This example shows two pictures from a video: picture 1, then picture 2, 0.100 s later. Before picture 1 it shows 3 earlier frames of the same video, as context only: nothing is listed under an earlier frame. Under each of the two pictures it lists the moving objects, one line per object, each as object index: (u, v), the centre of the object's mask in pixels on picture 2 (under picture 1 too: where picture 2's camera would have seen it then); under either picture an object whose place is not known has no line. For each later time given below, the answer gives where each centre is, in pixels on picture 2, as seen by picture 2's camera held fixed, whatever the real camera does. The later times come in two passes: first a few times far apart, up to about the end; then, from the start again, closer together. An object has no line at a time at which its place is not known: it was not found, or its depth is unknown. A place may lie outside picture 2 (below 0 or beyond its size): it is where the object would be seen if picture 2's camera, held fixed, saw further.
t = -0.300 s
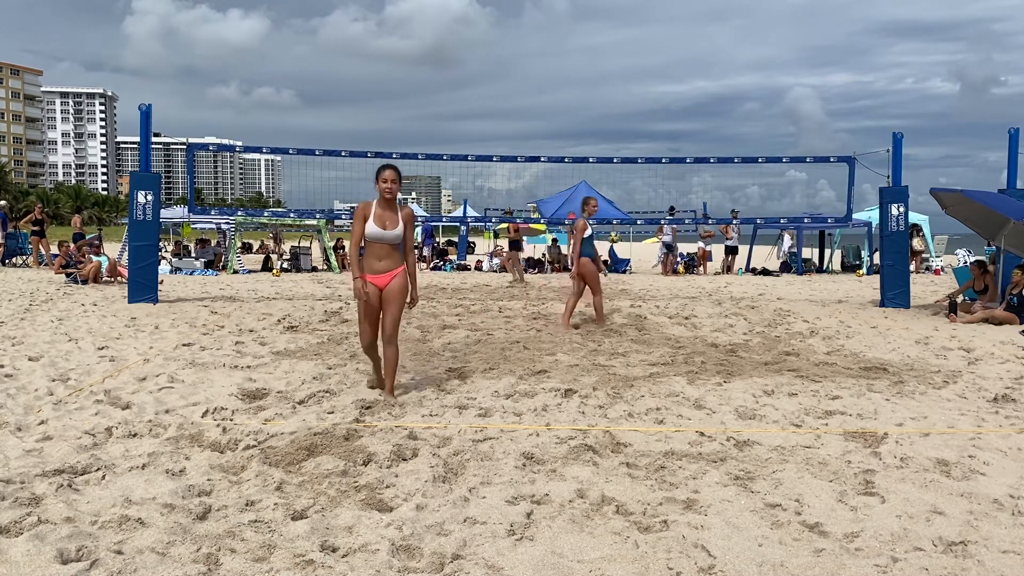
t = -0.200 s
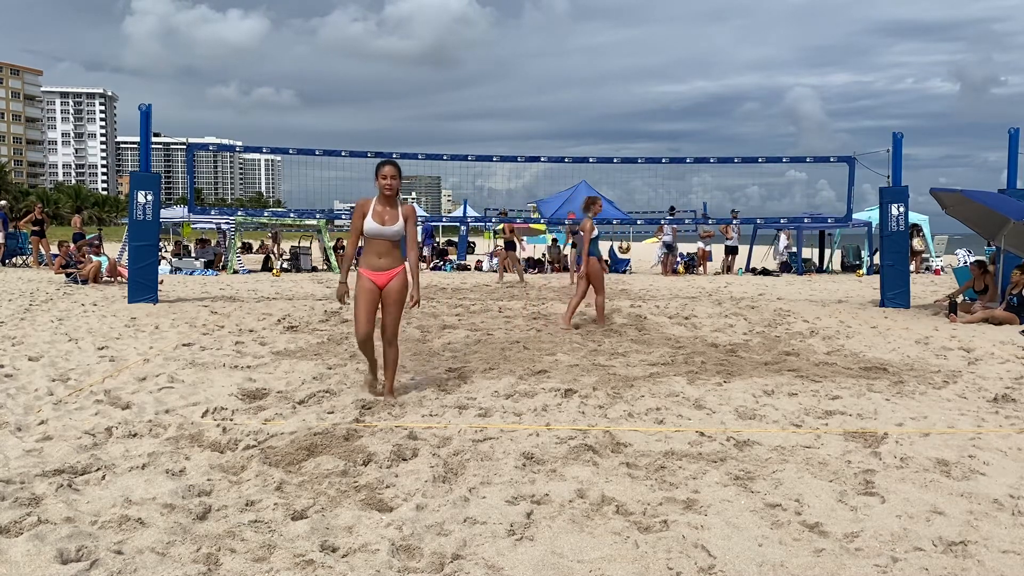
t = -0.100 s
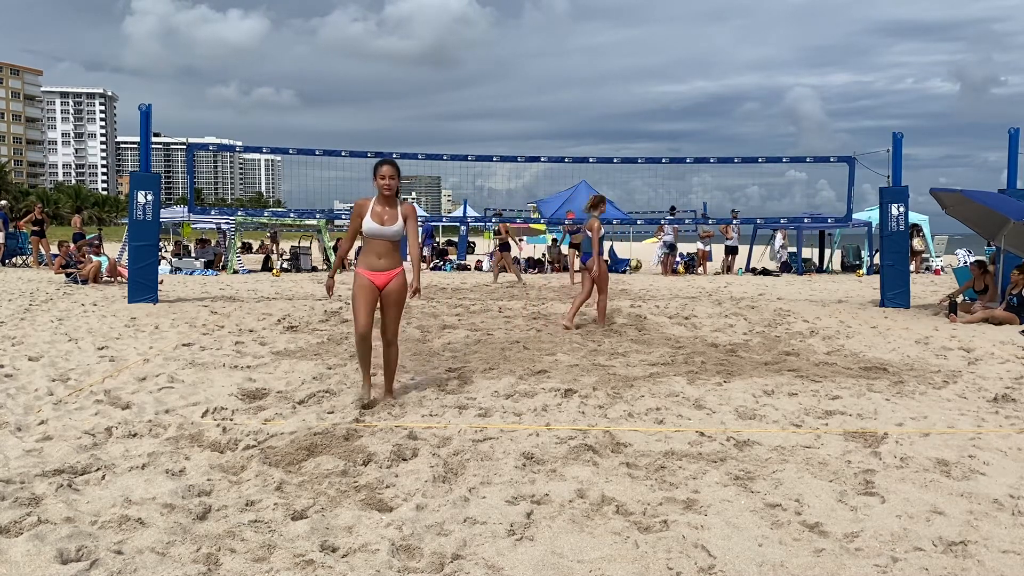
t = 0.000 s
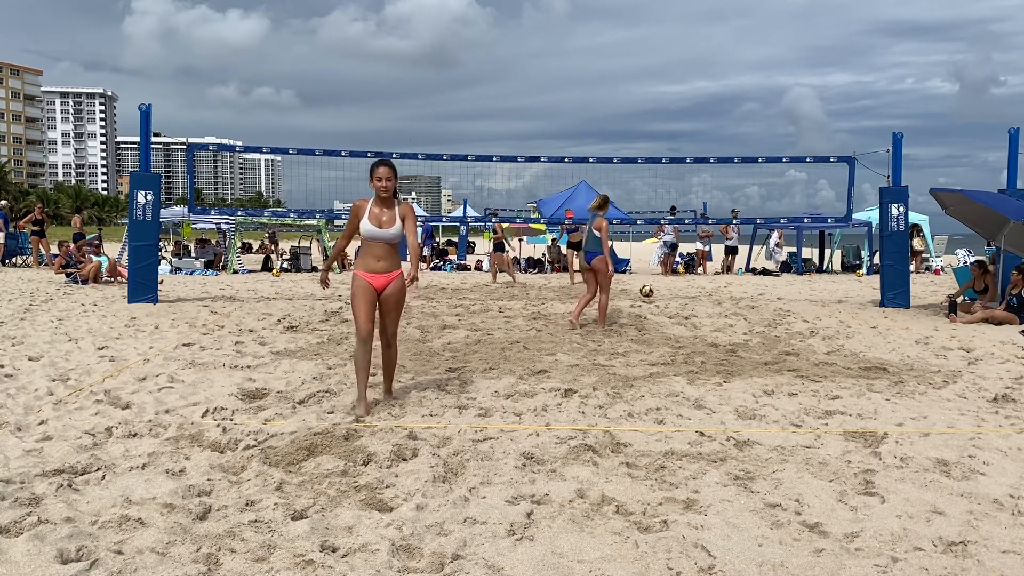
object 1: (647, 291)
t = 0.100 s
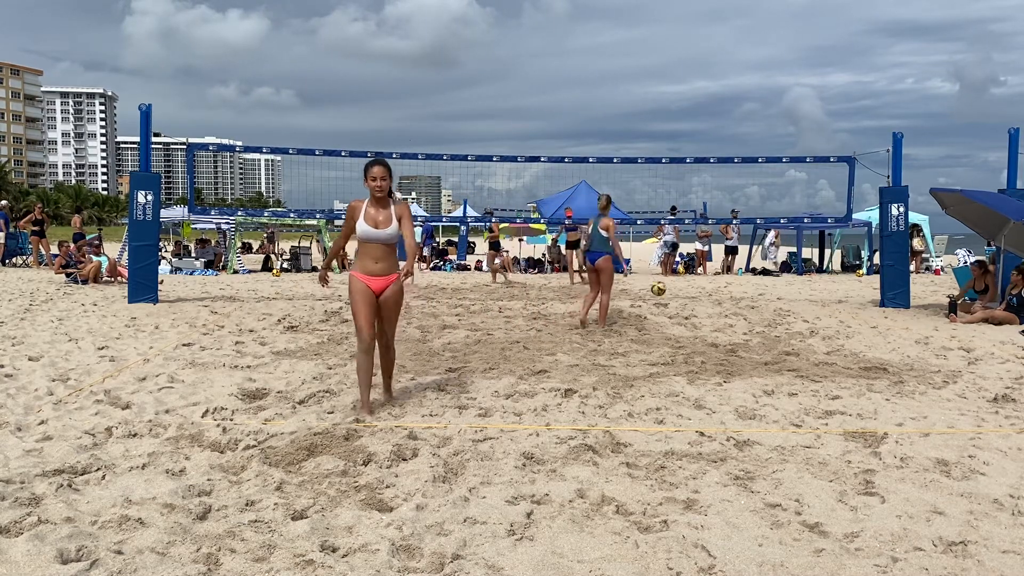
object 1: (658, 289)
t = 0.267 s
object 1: (679, 275)
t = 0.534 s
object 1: (712, 301)
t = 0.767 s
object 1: (737, 324)
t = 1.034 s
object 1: (766, 339)
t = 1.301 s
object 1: (803, 350)
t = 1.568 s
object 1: (840, 357)
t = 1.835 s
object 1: (873, 366)
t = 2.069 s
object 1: (900, 371)
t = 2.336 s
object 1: (924, 375)
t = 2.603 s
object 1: (942, 378)
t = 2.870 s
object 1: (948, 380)
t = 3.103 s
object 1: (950, 380)
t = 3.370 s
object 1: (949, 380)
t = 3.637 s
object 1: (950, 380)
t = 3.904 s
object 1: (950, 380)
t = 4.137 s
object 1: (950, 380)
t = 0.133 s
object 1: (662, 285)
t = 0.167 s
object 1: (666, 281)
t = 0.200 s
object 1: (670, 279)
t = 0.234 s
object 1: (674, 277)
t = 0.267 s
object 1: (679, 275)
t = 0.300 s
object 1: (682, 275)
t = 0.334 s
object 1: (686, 277)
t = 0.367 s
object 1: (690, 278)
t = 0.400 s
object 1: (694, 281)
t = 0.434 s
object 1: (699, 285)
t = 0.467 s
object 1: (703, 289)
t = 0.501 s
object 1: (708, 294)
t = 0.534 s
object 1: (712, 301)
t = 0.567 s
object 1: (716, 308)
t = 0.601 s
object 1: (721, 318)
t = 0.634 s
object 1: (726, 325)
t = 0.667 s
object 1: (729, 325)
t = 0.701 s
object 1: (731, 324)
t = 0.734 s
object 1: (734, 323)
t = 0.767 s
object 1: (737, 324)
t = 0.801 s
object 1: (740, 326)
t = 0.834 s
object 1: (742, 330)
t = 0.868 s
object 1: (746, 333)
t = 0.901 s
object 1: (750, 336)
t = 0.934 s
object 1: (753, 336)
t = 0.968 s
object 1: (757, 336)
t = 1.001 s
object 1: (762, 336)
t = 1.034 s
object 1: (766, 339)
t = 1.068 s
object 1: (771, 339)
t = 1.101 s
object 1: (777, 341)
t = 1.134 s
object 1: (781, 342)
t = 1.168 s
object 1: (786, 344)
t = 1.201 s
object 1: (790, 345)
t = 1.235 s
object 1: (794, 347)
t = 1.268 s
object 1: (798, 349)
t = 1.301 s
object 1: (803, 350)
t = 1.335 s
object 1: (808, 350)
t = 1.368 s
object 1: (813, 351)
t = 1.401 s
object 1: (817, 350)
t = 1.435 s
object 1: (822, 351)
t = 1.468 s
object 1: (826, 352)
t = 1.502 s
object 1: (831, 355)
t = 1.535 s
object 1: (835, 357)
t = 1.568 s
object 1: (840, 357)
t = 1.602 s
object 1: (844, 357)
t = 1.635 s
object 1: (848, 358)
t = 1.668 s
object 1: (852, 360)
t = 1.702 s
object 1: (857, 362)
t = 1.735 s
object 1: (860, 363)
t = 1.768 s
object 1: (865, 364)
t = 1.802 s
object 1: (869, 364)
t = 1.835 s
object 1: (873, 366)
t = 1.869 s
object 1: (876, 366)
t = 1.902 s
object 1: (879, 367)
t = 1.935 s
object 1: (883, 370)
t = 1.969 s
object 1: (885, 368)
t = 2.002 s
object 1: (892, 370)
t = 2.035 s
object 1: (896, 371)
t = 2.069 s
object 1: (900, 371)
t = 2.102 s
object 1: (903, 371)
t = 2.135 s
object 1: (906, 371)
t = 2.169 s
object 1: (909, 370)
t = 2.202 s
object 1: (913, 370)
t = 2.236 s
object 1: (916, 371)
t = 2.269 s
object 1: (918, 372)
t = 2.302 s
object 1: (921, 373)
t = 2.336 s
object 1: (924, 375)
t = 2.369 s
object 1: (927, 377)
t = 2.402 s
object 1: (930, 379)
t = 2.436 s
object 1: (933, 377)
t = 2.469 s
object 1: (935, 378)
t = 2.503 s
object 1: (937, 377)
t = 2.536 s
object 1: (939, 377)
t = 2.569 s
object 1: (940, 377)
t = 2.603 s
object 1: (942, 378)
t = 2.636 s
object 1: (943, 378)
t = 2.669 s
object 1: (944, 378)
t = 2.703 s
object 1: (944, 379)
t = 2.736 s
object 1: (945, 379)
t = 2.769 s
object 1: (946, 379)
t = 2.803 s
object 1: (947, 379)
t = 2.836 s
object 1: (948, 380)
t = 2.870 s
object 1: (948, 380)
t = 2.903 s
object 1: (950, 380)
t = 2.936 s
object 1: (950, 380)
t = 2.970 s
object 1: (950, 380)
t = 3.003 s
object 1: (950, 380)
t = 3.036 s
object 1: (950, 380)
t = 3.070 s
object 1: (950, 380)
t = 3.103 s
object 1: (950, 380)
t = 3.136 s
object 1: (950, 380)
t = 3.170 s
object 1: (950, 380)
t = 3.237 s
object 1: (950, 380)
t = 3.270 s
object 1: (949, 380)
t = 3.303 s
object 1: (949, 380)
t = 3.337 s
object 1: (949, 380)
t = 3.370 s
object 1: (949, 380)
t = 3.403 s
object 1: (949, 380)
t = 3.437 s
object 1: (949, 380)
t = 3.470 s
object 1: (949, 380)
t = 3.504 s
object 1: (949, 380)
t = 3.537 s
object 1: (950, 380)
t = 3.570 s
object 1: (950, 380)
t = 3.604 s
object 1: (950, 380)
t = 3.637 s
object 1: (950, 380)
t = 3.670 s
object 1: (950, 380)
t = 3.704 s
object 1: (950, 380)
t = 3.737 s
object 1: (950, 380)
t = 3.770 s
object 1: (950, 380)
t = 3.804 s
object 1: (950, 380)
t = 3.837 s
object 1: (950, 380)
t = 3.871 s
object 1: (950, 380)
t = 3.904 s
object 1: (950, 380)
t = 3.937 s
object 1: (950, 380)
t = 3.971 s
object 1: (950, 380)
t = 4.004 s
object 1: (950, 380)
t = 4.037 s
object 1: (950, 380)
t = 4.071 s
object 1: (950, 380)
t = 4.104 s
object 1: (950, 380)
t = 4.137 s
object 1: (950, 380)
